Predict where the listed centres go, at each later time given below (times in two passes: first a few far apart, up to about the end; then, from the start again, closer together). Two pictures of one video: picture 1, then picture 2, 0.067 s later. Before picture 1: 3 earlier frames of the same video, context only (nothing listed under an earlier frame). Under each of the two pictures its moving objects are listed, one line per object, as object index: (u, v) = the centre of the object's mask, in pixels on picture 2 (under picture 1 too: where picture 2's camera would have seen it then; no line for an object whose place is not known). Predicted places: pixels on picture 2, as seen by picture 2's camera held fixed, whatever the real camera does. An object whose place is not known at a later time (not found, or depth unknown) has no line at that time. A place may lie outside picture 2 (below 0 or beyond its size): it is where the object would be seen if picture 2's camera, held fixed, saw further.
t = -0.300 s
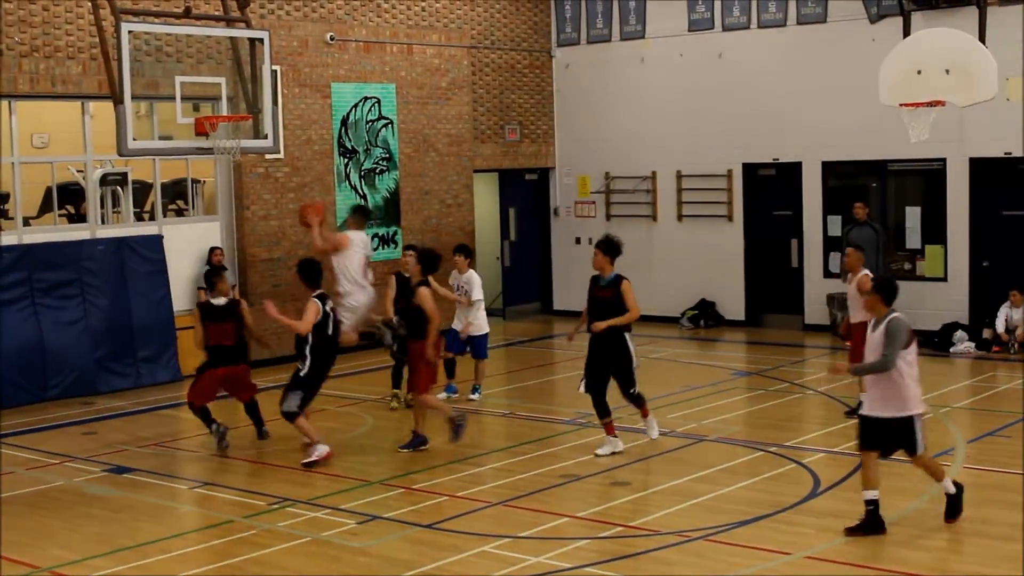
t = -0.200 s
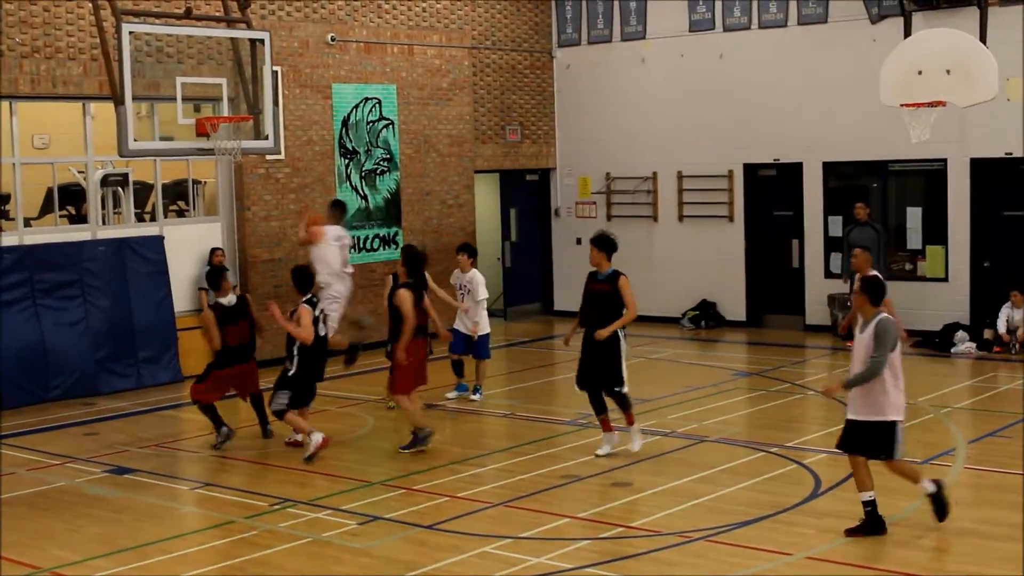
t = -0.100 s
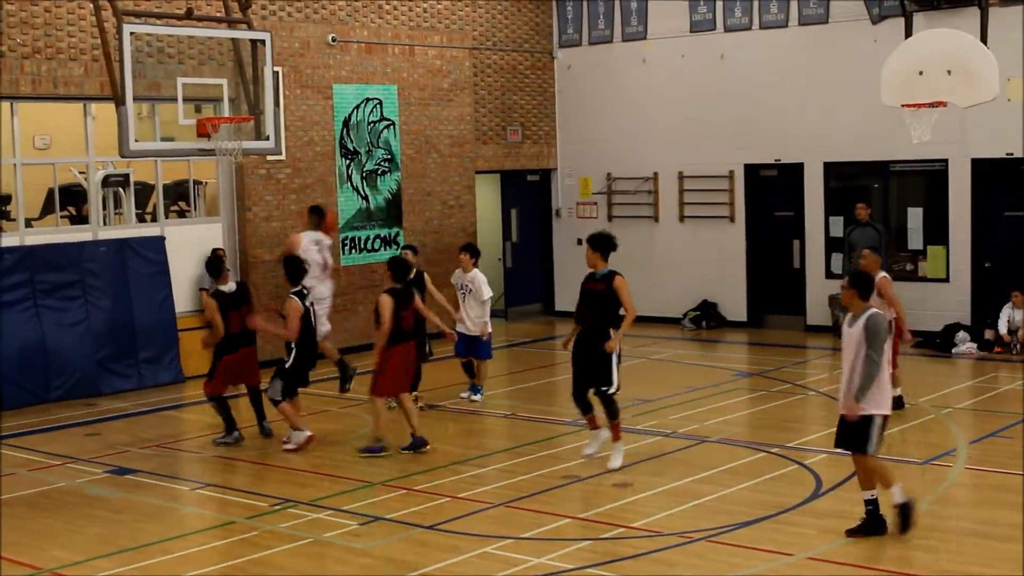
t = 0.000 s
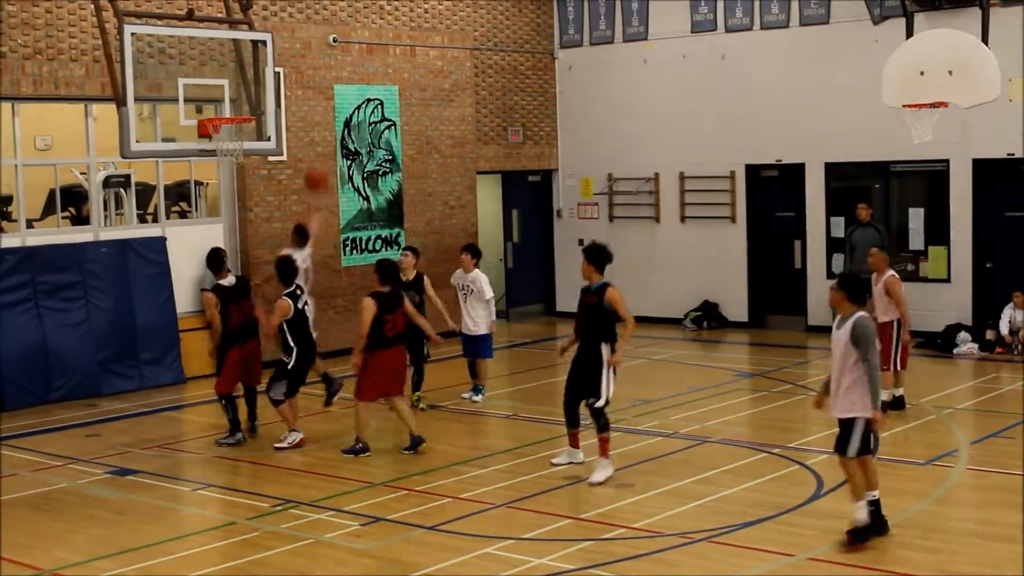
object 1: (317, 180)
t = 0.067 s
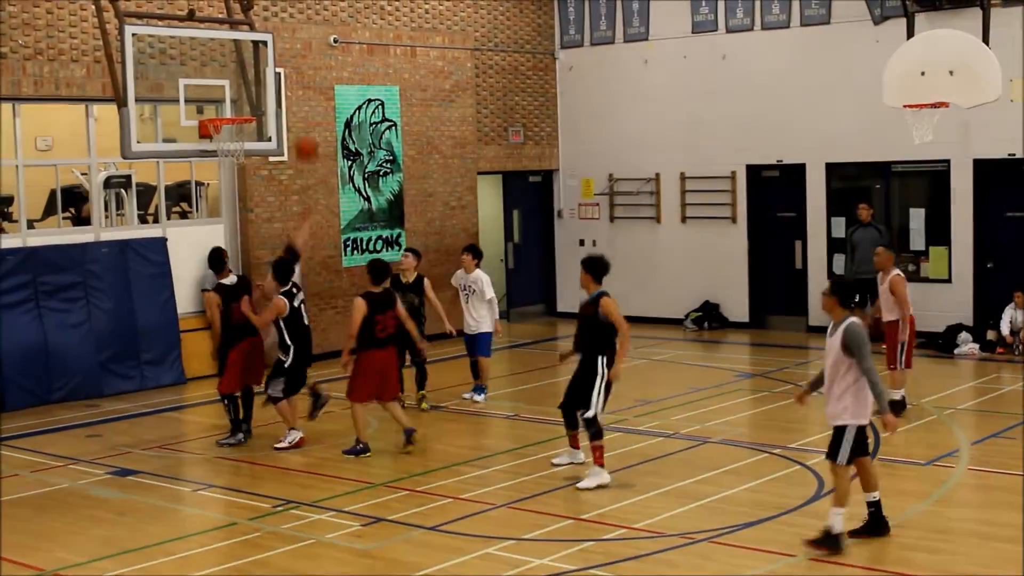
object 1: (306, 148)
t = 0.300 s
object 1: (270, 75)
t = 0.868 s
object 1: (215, 105)
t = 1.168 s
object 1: (230, 135)
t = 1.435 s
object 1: (224, 191)
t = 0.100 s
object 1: (301, 136)
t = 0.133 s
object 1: (296, 121)
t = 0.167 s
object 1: (291, 111)
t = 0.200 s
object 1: (286, 100)
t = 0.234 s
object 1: (281, 90)
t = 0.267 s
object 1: (275, 82)
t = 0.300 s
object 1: (270, 75)
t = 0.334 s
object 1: (265, 69)
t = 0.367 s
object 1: (260, 63)
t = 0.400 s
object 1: (256, 60)
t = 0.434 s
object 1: (251, 58)
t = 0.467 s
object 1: (247, 56)
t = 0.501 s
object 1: (242, 55)
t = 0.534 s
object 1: (238, 56)
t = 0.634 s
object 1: (227, 65)
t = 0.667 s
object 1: (222, 71)
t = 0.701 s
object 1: (218, 76)
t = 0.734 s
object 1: (213, 83)
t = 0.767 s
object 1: (213, 88)
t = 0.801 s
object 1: (214, 93)
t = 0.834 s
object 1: (215, 97)
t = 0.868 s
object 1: (215, 105)
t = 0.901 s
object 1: (217, 109)
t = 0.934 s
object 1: (225, 110)
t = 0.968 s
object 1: (232, 112)
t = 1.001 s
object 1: (239, 120)
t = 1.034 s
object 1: (238, 122)
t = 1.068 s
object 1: (235, 125)
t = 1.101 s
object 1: (233, 129)
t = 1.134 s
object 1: (231, 132)
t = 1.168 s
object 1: (230, 135)
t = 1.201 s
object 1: (229, 143)
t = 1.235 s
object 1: (226, 145)
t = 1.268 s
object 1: (225, 151)
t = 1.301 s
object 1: (224, 161)
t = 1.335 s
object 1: (225, 165)
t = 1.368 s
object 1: (225, 172)
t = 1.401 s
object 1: (225, 181)
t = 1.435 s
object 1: (224, 191)
